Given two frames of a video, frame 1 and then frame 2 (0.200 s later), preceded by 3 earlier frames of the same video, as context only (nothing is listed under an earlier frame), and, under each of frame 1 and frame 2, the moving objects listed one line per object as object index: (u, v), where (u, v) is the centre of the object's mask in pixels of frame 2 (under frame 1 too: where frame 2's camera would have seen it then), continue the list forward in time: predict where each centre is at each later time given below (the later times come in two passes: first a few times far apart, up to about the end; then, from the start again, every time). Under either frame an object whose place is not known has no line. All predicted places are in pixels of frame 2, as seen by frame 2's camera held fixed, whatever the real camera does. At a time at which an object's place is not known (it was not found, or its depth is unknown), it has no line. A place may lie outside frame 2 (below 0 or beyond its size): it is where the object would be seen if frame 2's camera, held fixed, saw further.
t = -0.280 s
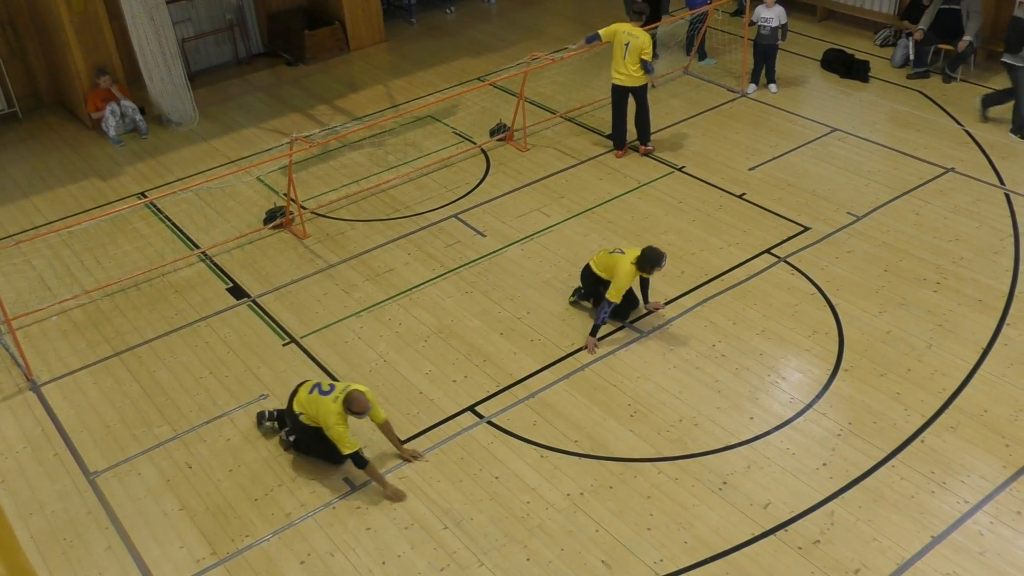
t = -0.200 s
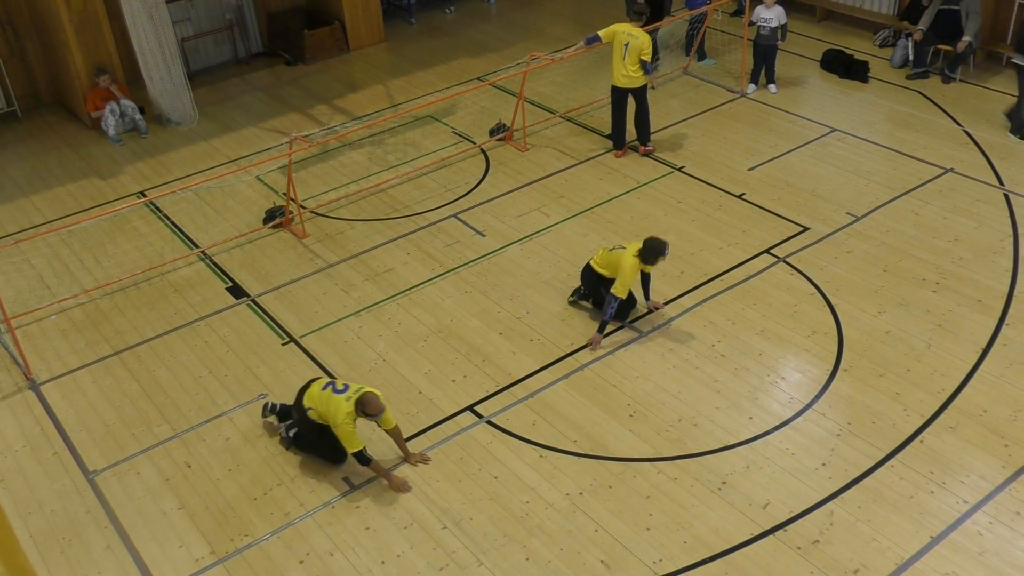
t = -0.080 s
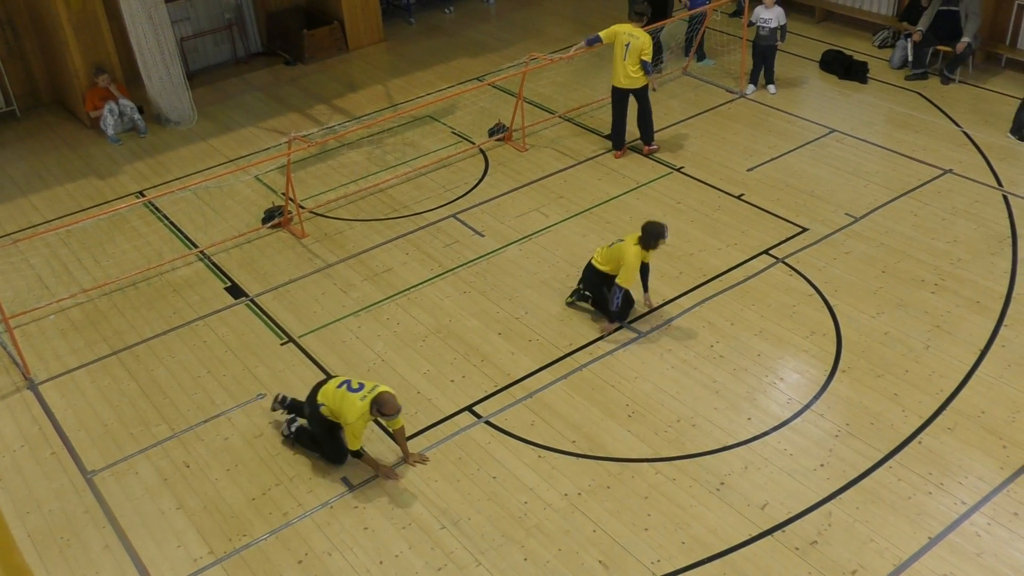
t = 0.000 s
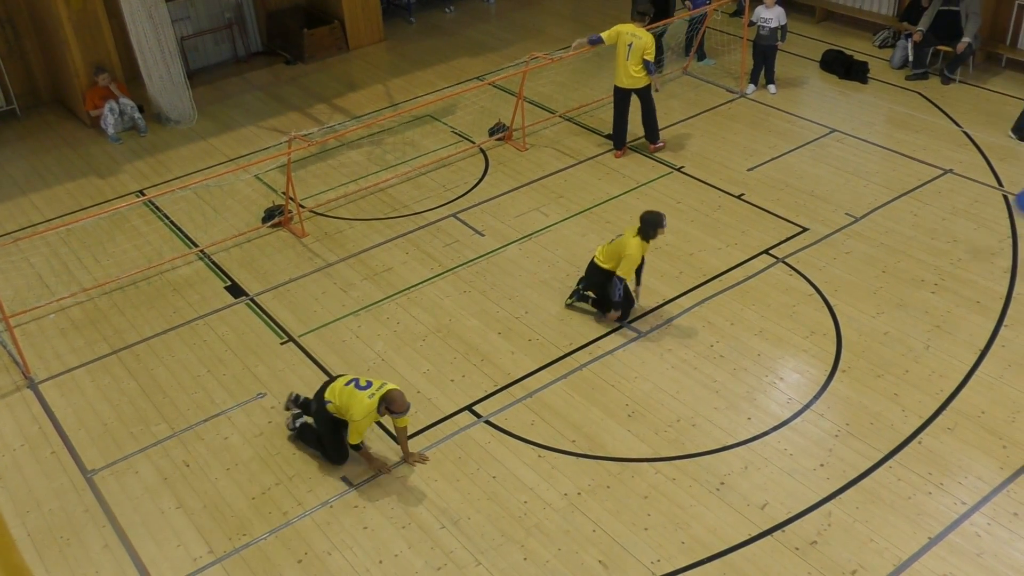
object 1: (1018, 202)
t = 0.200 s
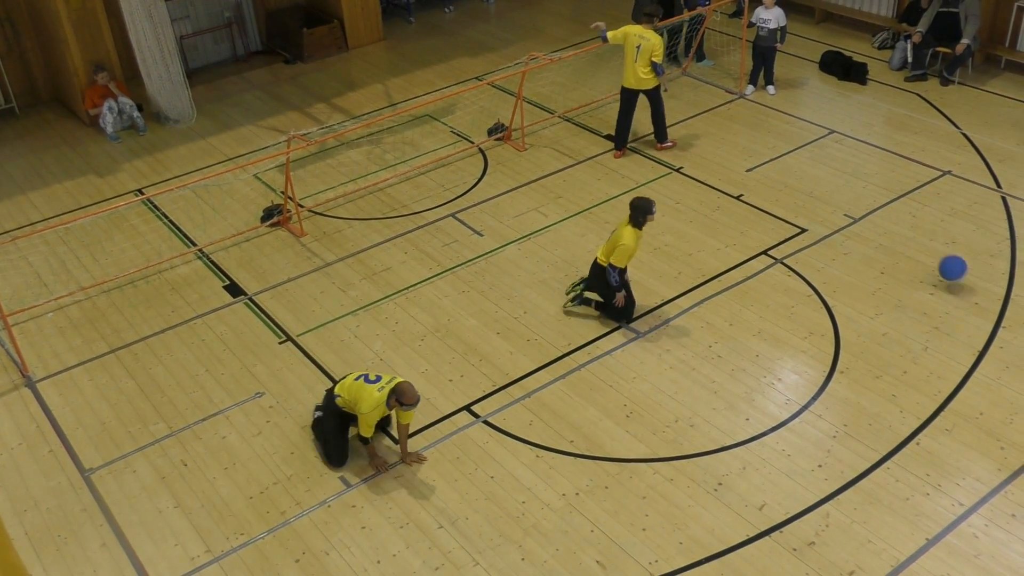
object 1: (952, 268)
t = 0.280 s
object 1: (940, 257)
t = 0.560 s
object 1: (885, 264)
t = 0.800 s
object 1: (836, 285)
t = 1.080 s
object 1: (780, 304)
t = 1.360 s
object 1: (725, 312)
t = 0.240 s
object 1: (946, 262)
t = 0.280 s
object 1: (940, 257)
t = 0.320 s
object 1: (933, 253)
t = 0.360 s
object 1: (926, 251)
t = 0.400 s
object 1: (919, 251)
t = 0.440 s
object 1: (911, 252)
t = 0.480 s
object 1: (903, 254)
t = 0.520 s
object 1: (894, 258)
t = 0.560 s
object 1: (885, 264)
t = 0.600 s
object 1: (877, 271)
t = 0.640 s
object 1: (868, 280)
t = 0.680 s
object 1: (859, 291)
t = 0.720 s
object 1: (851, 292)
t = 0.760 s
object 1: (844, 288)
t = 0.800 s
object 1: (836, 285)
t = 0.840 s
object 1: (829, 285)
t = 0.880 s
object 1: (821, 286)
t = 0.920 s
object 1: (813, 288)
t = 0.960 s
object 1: (804, 292)
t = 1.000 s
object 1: (796, 297)
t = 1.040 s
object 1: (787, 305)
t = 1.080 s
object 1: (780, 304)
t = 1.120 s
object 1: (772, 302)
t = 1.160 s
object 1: (764, 302)
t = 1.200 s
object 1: (757, 302)
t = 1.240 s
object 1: (748, 306)
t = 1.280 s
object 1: (740, 311)
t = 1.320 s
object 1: (732, 313)
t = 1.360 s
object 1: (725, 312)
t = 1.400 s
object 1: (717, 313)
